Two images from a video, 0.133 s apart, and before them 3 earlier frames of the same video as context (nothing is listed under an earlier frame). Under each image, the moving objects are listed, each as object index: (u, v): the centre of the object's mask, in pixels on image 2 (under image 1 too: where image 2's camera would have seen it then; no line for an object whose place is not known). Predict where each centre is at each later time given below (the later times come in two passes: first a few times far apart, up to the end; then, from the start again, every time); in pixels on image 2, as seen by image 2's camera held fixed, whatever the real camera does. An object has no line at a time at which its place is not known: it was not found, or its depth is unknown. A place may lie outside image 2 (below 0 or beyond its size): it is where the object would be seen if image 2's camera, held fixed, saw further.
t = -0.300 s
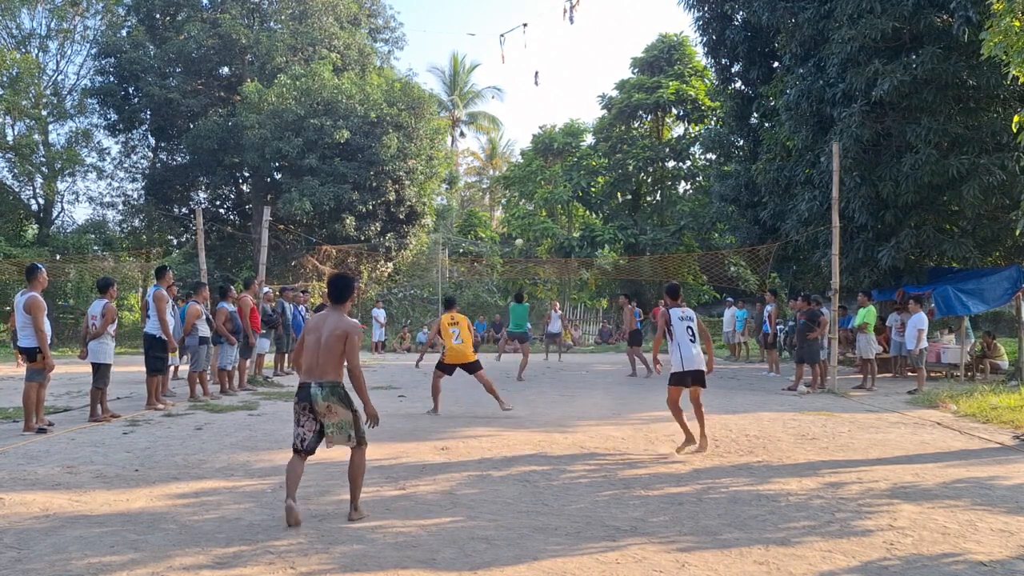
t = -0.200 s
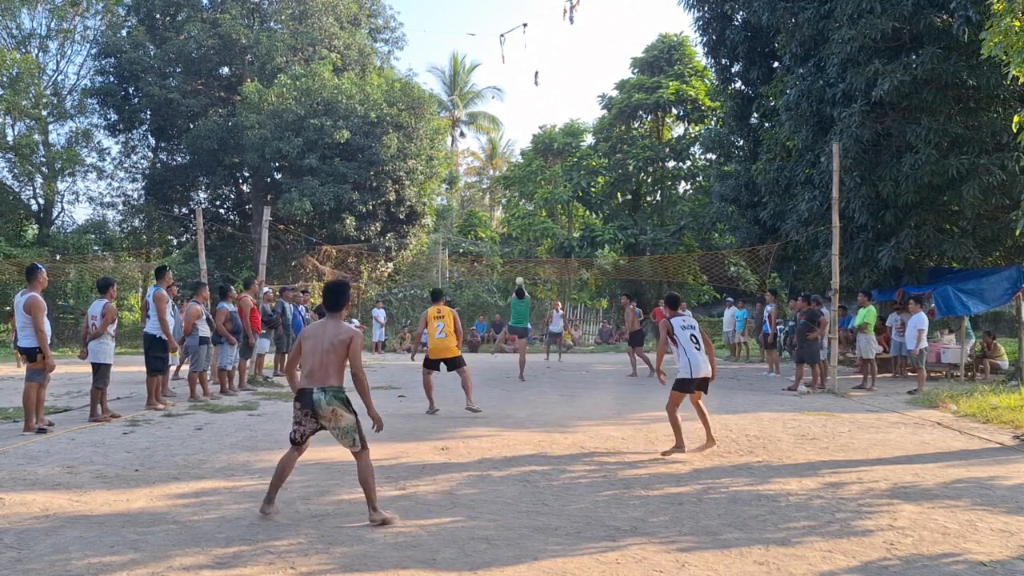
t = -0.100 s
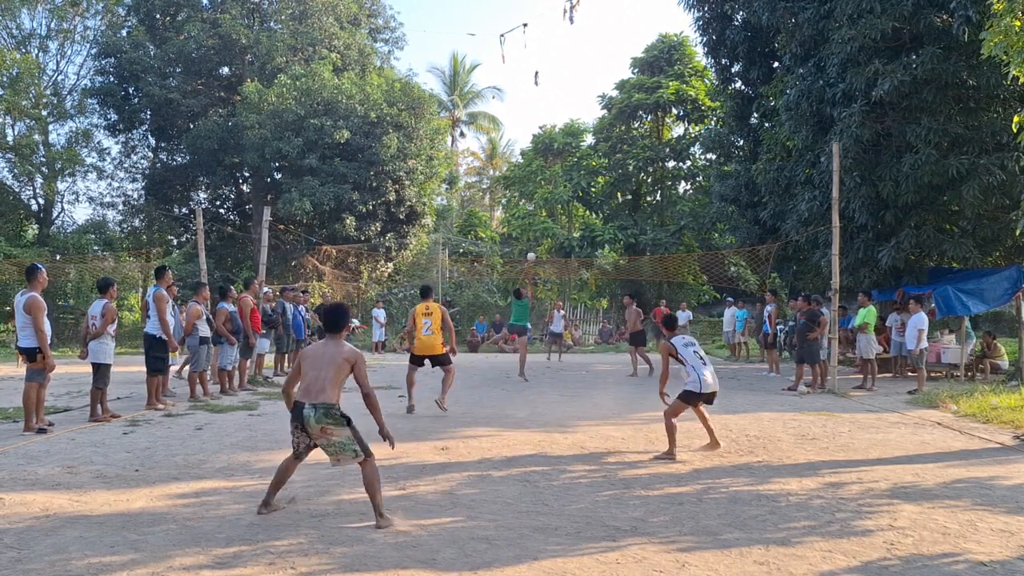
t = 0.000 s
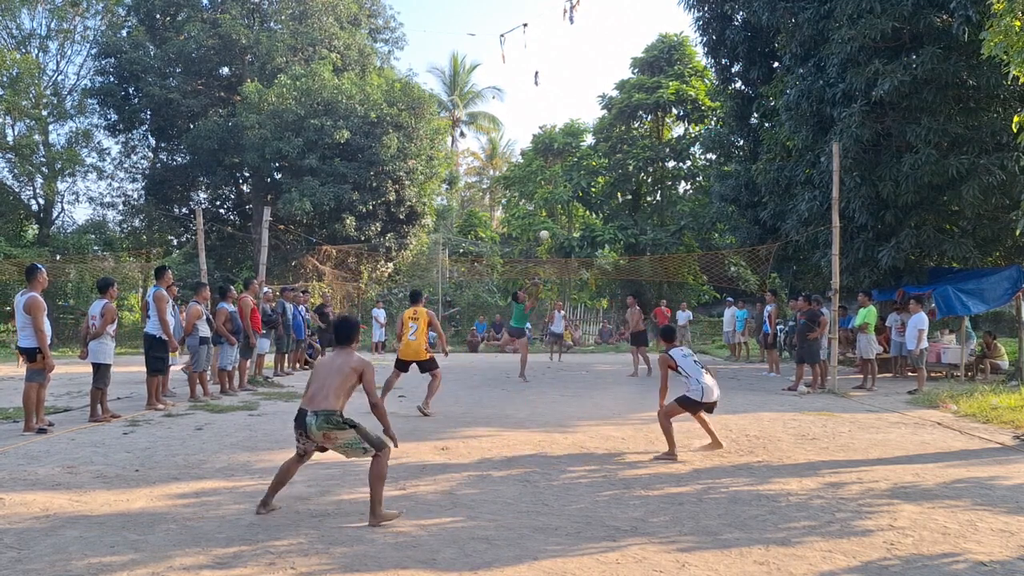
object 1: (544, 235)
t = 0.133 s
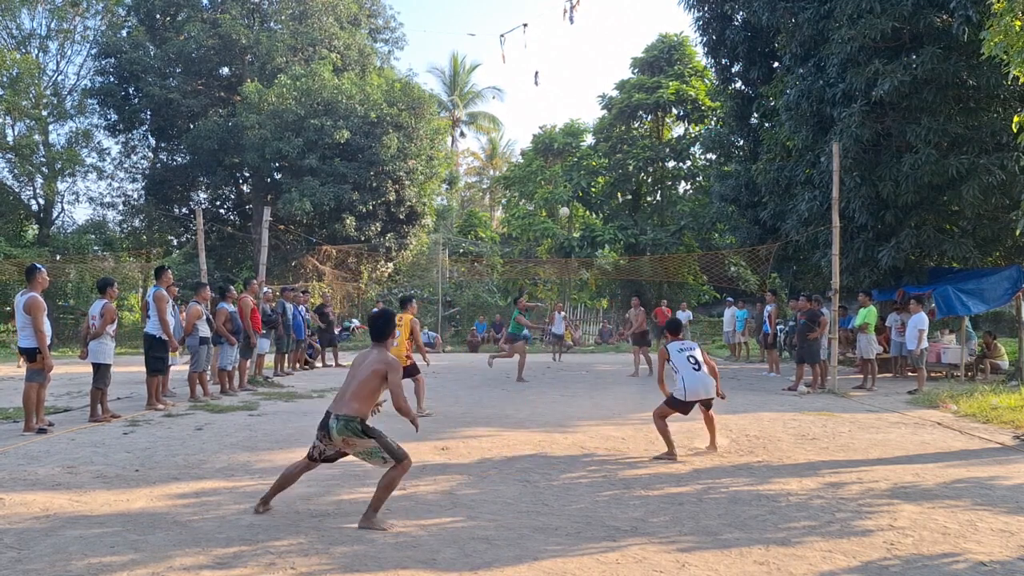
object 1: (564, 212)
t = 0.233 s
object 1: (581, 201)
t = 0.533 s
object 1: (649, 209)
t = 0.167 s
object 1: (570, 208)
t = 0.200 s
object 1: (576, 203)
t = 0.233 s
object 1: (581, 201)
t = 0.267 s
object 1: (587, 198)
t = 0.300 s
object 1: (594, 197)
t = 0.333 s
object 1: (600, 196)
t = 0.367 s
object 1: (607, 195)
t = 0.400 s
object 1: (615, 196)
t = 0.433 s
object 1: (623, 197)
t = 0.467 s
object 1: (631, 200)
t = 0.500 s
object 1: (640, 204)
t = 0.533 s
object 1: (649, 209)
